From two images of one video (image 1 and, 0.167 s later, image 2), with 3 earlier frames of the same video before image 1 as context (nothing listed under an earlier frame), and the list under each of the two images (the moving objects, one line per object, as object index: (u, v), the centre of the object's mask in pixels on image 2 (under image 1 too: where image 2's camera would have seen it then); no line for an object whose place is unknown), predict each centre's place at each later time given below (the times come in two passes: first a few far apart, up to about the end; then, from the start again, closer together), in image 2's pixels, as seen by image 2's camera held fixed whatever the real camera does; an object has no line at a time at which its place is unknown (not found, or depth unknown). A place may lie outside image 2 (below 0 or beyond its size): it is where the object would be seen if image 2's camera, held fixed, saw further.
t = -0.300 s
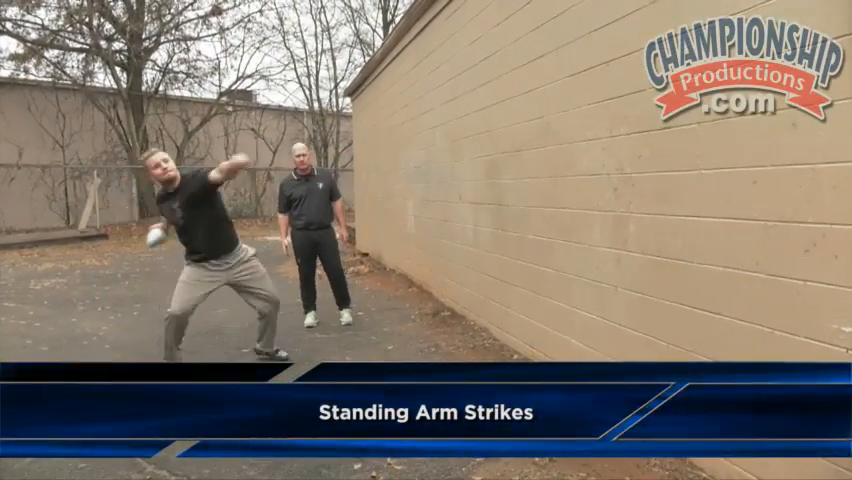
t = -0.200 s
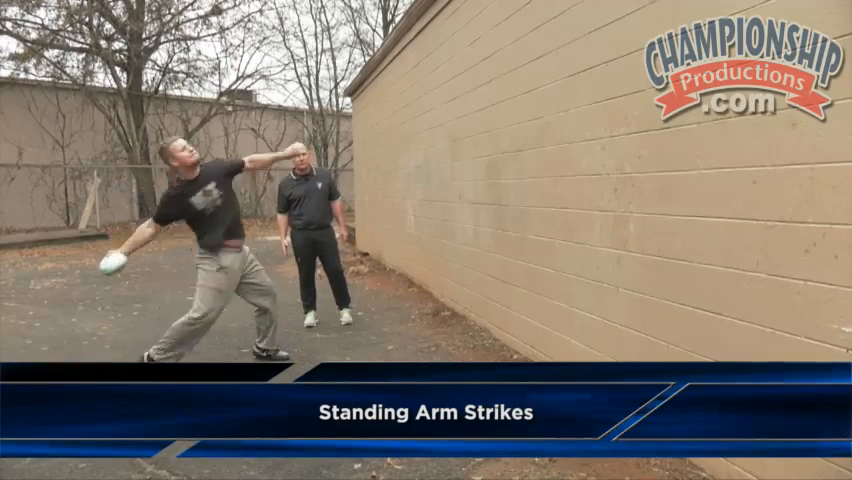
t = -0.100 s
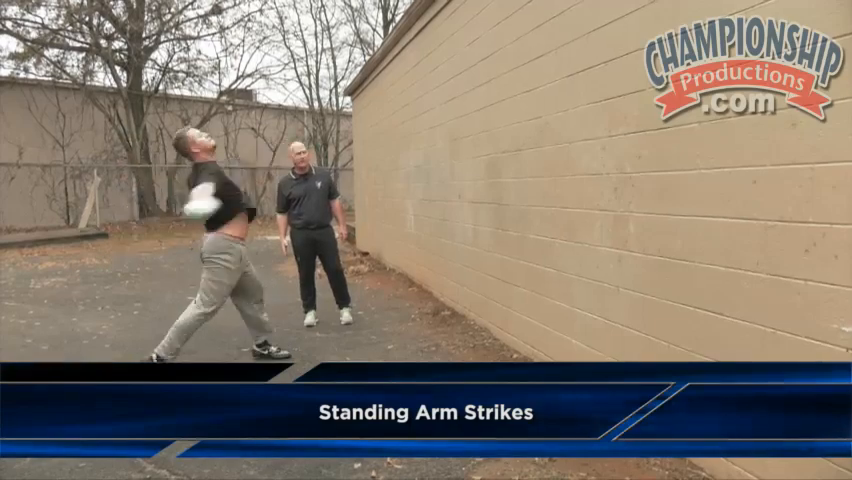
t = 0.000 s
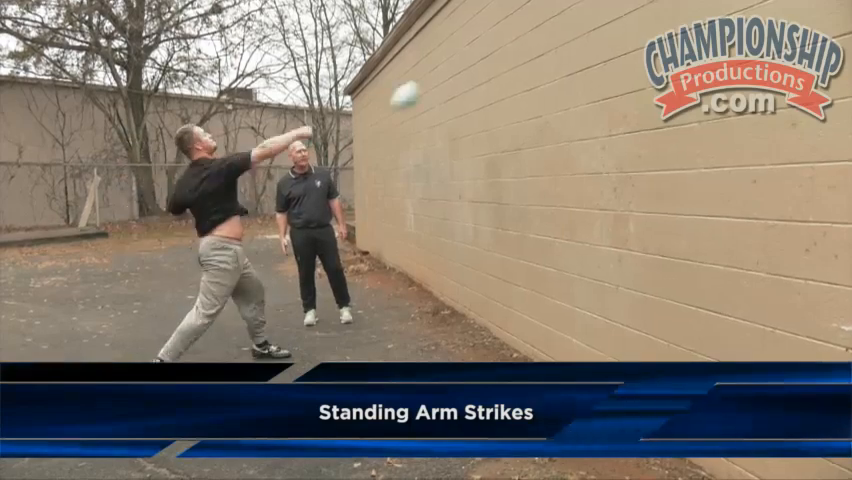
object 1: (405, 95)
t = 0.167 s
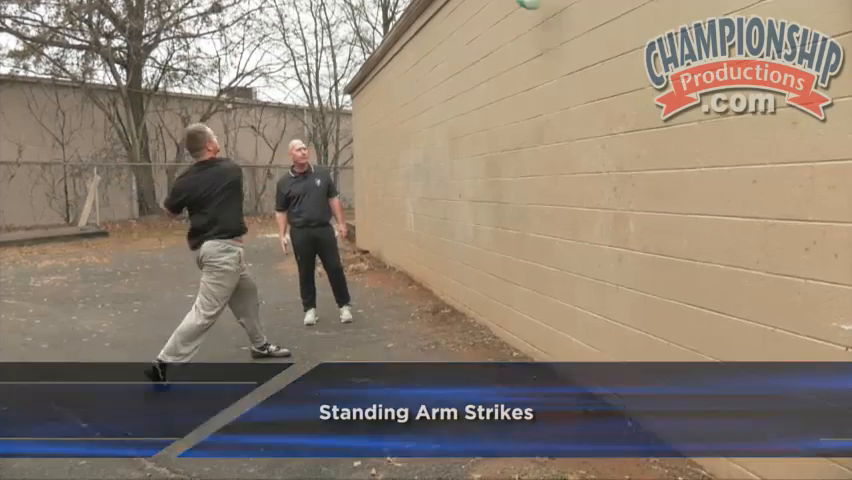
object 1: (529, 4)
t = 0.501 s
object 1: (445, 15)
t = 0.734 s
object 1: (387, 140)
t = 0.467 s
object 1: (454, 10)
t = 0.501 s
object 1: (445, 15)
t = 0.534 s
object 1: (438, 27)
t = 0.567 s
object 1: (429, 41)
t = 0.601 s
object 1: (421, 57)
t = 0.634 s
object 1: (412, 74)
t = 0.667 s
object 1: (404, 95)
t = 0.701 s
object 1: (396, 117)
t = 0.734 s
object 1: (387, 140)
